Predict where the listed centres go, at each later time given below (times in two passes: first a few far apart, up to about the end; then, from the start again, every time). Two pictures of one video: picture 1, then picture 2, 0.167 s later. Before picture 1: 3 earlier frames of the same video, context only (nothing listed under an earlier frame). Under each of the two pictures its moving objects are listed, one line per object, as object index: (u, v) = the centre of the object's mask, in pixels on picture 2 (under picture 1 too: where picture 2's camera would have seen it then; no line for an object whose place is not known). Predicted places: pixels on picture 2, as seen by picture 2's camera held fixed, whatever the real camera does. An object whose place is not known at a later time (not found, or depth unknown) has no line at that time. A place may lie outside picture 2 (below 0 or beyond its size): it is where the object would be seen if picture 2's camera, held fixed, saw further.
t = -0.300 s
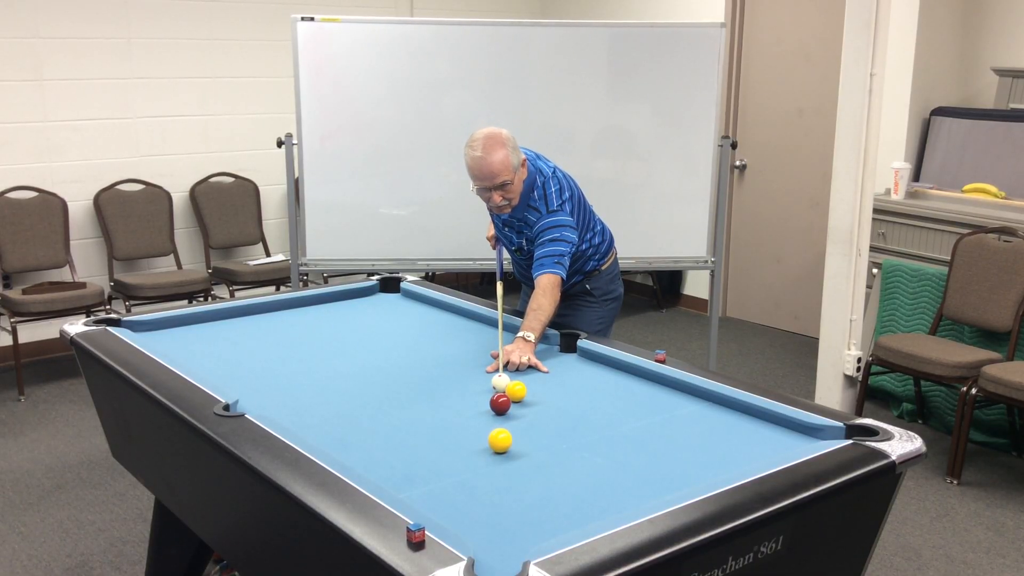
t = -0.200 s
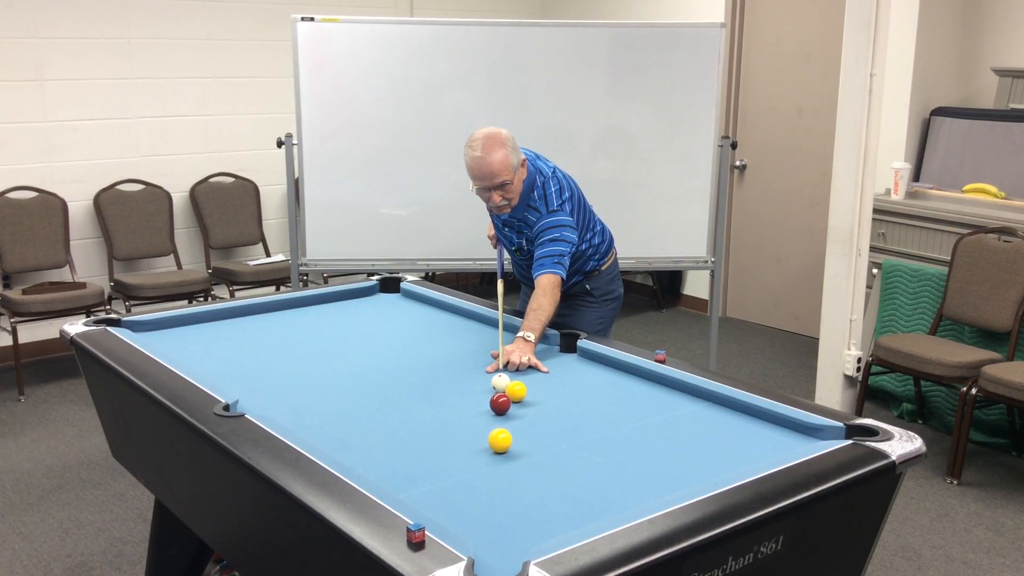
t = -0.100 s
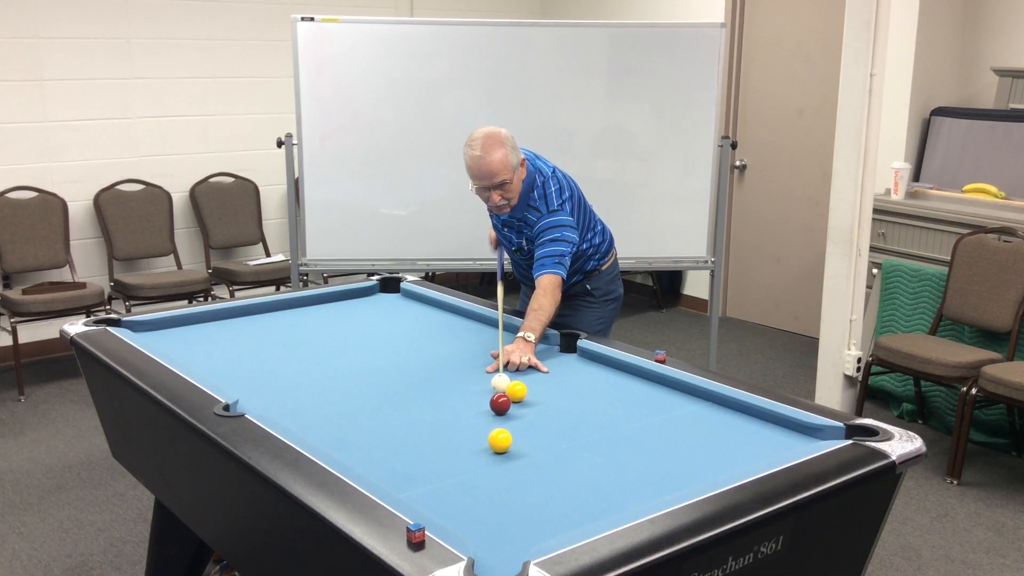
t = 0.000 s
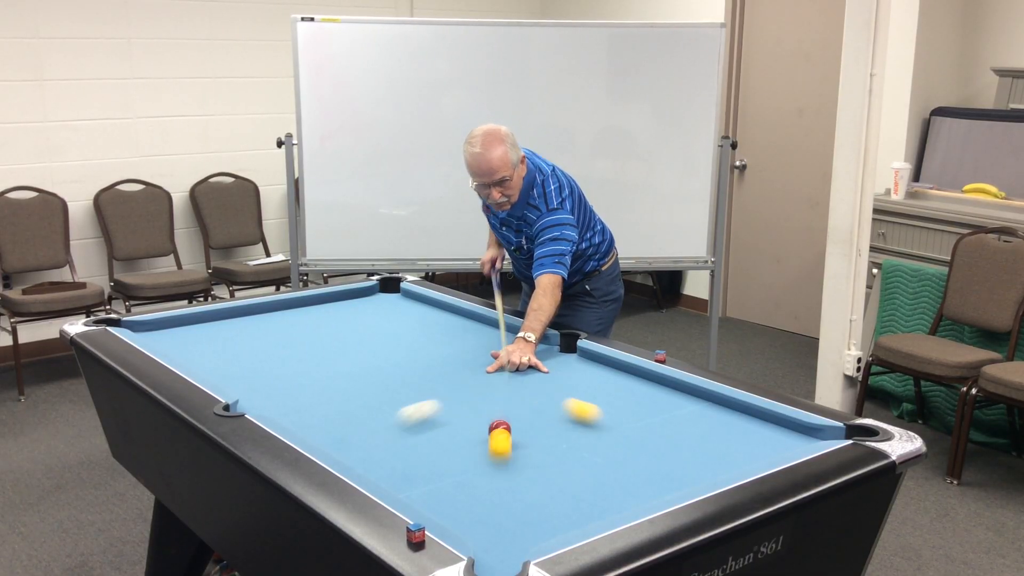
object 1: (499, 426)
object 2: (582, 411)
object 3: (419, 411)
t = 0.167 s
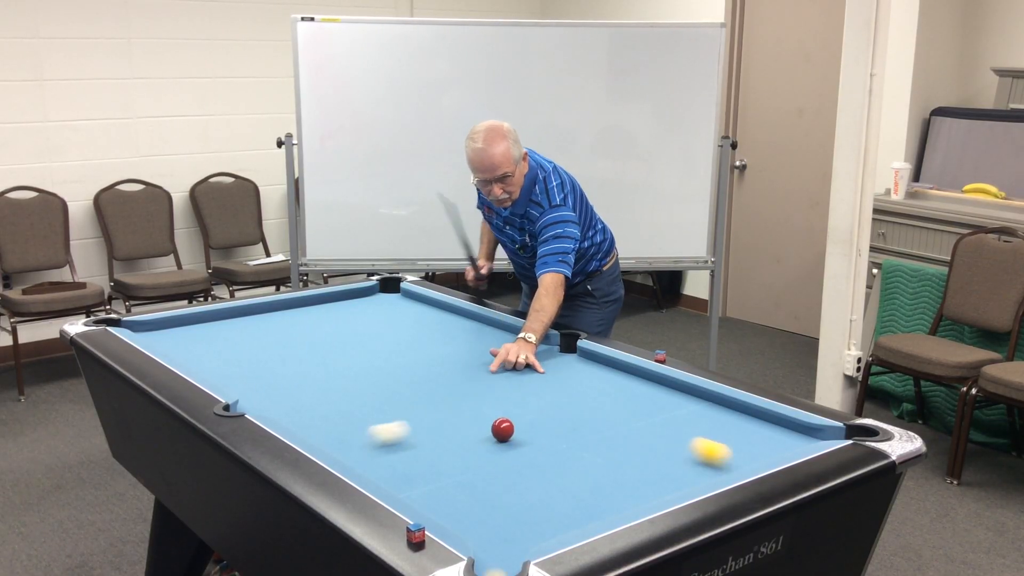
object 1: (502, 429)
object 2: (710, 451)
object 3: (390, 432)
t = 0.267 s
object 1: (505, 424)
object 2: (723, 453)
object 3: (469, 418)
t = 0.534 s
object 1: (521, 418)
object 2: (621, 407)
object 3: (634, 382)
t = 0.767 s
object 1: (535, 414)
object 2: (556, 378)
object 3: (578, 397)
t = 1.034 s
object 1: (528, 428)
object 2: (495, 350)
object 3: (508, 400)
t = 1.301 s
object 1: (515, 451)
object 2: (445, 328)
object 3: (450, 397)
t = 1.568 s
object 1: (501, 475)
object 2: (403, 308)
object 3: (395, 393)
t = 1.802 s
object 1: (487, 497)
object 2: (370, 294)
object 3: (350, 390)
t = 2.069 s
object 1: (471, 524)
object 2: (393, 300)
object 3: (301, 388)
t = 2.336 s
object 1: (507, 540)
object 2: (428, 310)
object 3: (255, 385)
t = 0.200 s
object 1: (503, 428)
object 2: (735, 458)
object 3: (417, 427)
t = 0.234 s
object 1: (504, 426)
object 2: (740, 458)
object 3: (444, 422)
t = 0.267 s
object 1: (505, 424)
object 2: (723, 453)
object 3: (469, 418)
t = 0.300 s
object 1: (505, 422)
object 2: (706, 445)
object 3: (490, 412)
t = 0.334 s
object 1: (508, 421)
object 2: (691, 439)
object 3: (517, 406)
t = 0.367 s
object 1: (510, 421)
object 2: (678, 433)
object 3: (537, 403)
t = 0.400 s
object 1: (512, 420)
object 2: (665, 427)
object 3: (557, 399)
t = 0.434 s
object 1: (514, 419)
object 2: (653, 421)
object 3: (577, 394)
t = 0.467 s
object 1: (517, 419)
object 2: (642, 417)
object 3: (597, 390)
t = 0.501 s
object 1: (519, 418)
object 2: (632, 412)
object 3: (615, 385)
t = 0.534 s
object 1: (521, 418)
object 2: (621, 407)
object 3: (634, 382)
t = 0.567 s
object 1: (523, 417)
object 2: (611, 402)
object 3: (650, 378)
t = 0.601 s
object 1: (525, 416)
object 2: (601, 398)
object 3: (644, 380)
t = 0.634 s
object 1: (527, 416)
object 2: (592, 394)
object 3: (629, 383)
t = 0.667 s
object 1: (529, 415)
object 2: (583, 390)
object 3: (615, 387)
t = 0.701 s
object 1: (531, 415)
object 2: (574, 386)
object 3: (602, 391)
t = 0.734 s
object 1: (533, 414)
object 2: (565, 382)
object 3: (590, 394)
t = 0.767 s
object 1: (535, 414)
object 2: (556, 378)
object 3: (578, 397)
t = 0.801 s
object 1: (536, 413)
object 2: (548, 374)
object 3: (566, 399)
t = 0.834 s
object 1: (538, 413)
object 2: (540, 370)
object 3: (556, 402)
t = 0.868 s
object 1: (538, 414)
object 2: (532, 367)
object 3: (545, 401)
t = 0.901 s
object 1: (536, 417)
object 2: (524, 363)
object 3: (537, 401)
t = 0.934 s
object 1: (533, 420)
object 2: (517, 360)
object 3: (530, 401)
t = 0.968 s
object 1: (532, 423)
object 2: (510, 357)
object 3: (523, 401)
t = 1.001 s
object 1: (530, 425)
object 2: (502, 353)
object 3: (516, 401)
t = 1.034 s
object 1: (528, 428)
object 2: (495, 350)
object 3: (508, 400)
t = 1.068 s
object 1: (527, 431)
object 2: (489, 347)
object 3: (501, 400)
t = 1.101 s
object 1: (525, 434)
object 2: (482, 344)
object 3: (494, 399)
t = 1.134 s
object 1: (524, 437)
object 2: (476, 341)
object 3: (486, 399)
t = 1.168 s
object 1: (522, 439)
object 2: (469, 338)
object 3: (479, 398)
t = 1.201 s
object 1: (520, 442)
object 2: (463, 335)
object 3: (472, 398)
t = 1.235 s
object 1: (518, 445)
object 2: (457, 333)
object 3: (464, 398)
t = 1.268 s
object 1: (517, 448)
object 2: (451, 330)
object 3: (457, 397)
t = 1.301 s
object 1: (515, 451)
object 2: (445, 328)
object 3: (450, 397)
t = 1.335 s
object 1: (513, 453)
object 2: (439, 325)
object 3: (443, 396)
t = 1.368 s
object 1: (512, 456)
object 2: (434, 322)
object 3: (437, 396)
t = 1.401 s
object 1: (510, 459)
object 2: (428, 320)
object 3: (430, 395)
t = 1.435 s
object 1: (508, 462)
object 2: (423, 317)
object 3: (423, 395)
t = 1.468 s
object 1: (506, 465)
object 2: (418, 315)
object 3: (416, 394)
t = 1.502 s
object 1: (505, 468)
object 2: (413, 313)
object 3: (409, 394)
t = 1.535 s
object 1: (503, 471)
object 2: (407, 311)
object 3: (402, 394)
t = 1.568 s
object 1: (501, 475)
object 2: (403, 308)
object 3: (395, 393)
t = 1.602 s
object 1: (499, 478)
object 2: (398, 306)
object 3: (389, 393)
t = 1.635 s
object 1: (497, 481)
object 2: (393, 304)
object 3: (382, 392)
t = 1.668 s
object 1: (495, 484)
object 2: (388, 302)
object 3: (376, 392)
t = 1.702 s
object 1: (493, 487)
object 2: (383, 300)
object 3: (370, 392)
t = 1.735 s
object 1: (491, 491)
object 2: (379, 298)
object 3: (363, 391)
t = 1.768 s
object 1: (489, 494)
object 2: (374, 296)
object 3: (357, 391)
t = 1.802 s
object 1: (487, 497)
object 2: (370, 294)
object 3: (350, 390)
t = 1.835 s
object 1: (485, 500)
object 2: (366, 292)
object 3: (344, 390)
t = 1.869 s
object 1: (483, 504)
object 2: (366, 292)
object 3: (337, 390)
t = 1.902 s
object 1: (481, 507)
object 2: (370, 293)
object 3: (332, 389)
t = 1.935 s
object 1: (479, 510)
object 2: (376, 294)
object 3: (325, 389)
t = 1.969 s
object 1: (477, 514)
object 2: (380, 296)
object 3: (319, 389)
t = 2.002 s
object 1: (475, 517)
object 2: (384, 297)
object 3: (313, 388)
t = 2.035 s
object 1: (473, 521)
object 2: (389, 298)
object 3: (307, 388)
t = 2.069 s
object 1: (471, 524)
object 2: (393, 300)
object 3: (301, 388)
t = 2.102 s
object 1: (469, 526)
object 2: (398, 301)
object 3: (295, 387)
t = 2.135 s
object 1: (468, 528)
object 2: (402, 302)
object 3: (289, 387)
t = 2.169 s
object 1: (472, 531)
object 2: (406, 303)
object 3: (283, 387)
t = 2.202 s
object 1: (479, 534)
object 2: (411, 305)
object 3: (278, 386)
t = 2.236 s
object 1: (485, 536)
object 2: (415, 306)
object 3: (272, 386)
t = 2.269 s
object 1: (492, 537)
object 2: (419, 307)
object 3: (266, 385)
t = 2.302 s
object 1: (500, 539)
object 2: (424, 309)
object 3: (260, 385)
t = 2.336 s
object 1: (507, 540)
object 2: (428, 310)
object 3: (255, 385)
